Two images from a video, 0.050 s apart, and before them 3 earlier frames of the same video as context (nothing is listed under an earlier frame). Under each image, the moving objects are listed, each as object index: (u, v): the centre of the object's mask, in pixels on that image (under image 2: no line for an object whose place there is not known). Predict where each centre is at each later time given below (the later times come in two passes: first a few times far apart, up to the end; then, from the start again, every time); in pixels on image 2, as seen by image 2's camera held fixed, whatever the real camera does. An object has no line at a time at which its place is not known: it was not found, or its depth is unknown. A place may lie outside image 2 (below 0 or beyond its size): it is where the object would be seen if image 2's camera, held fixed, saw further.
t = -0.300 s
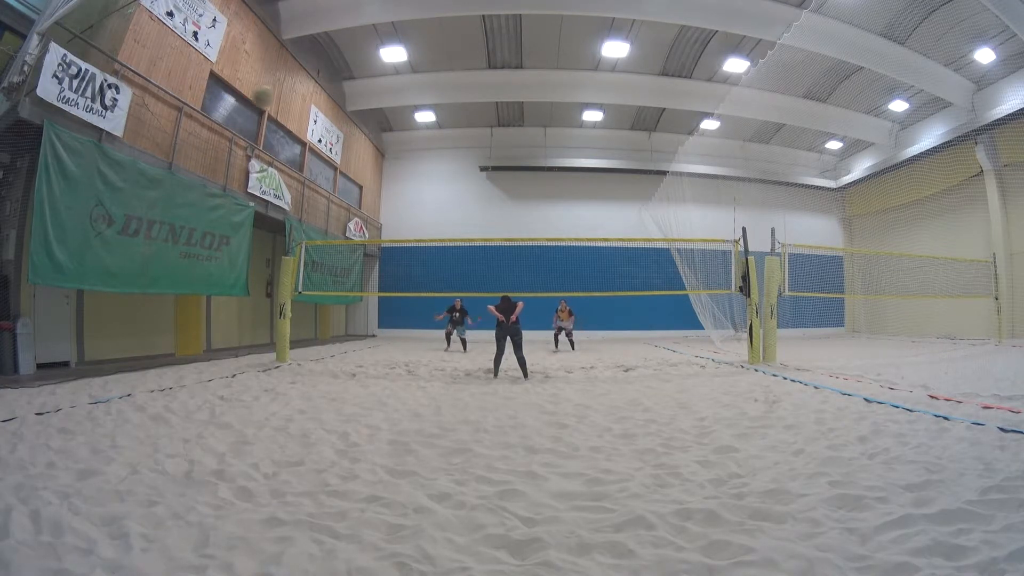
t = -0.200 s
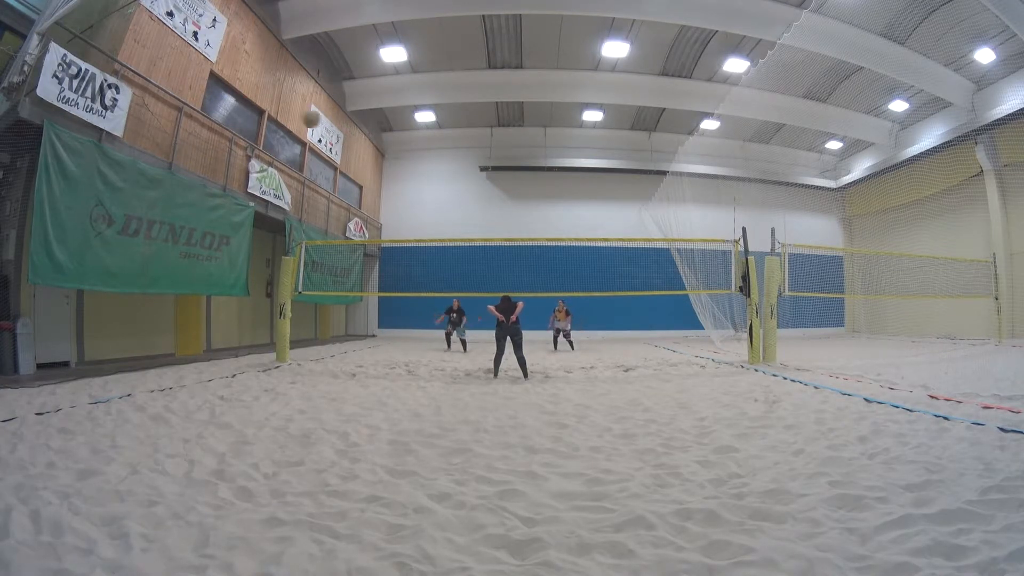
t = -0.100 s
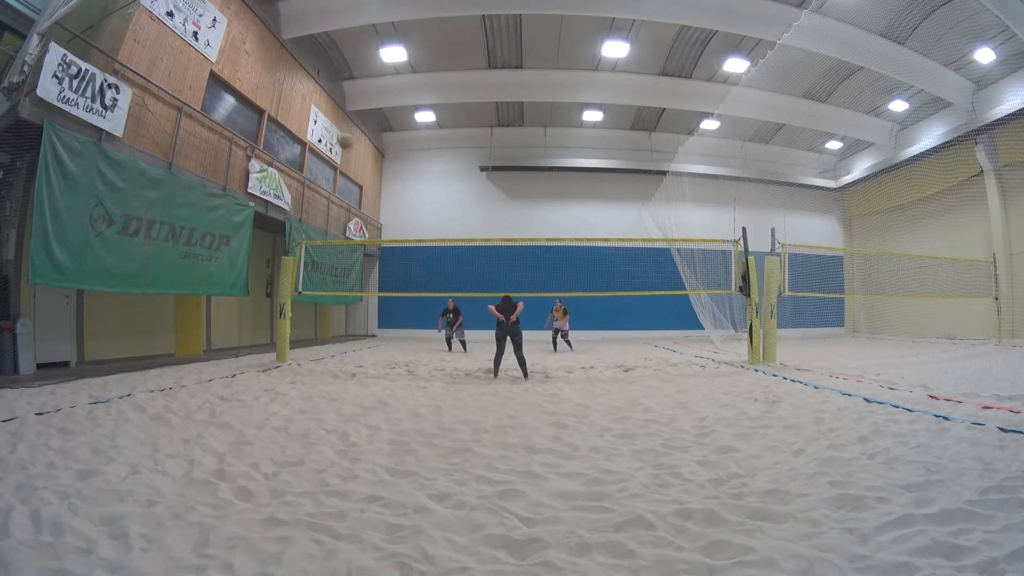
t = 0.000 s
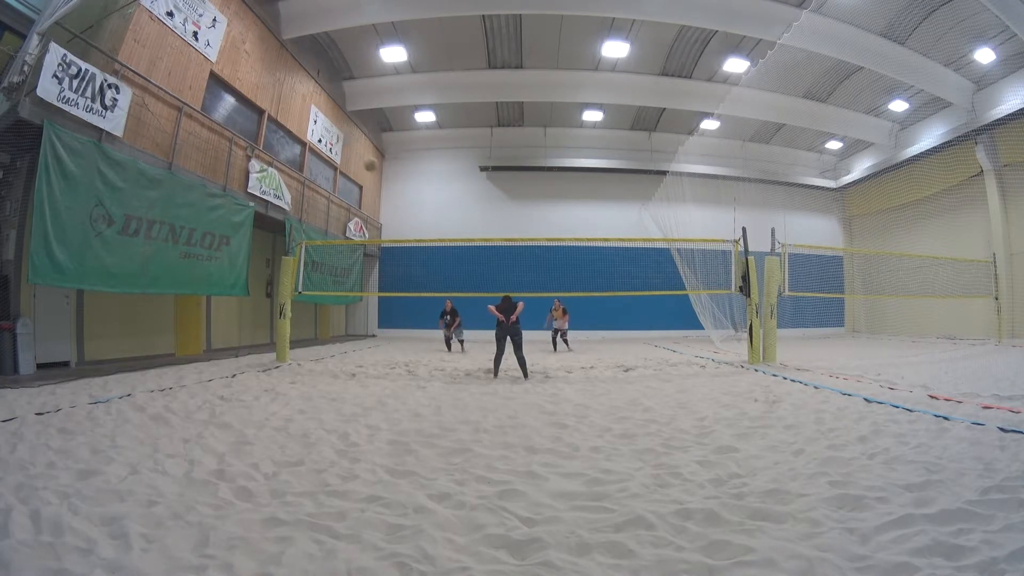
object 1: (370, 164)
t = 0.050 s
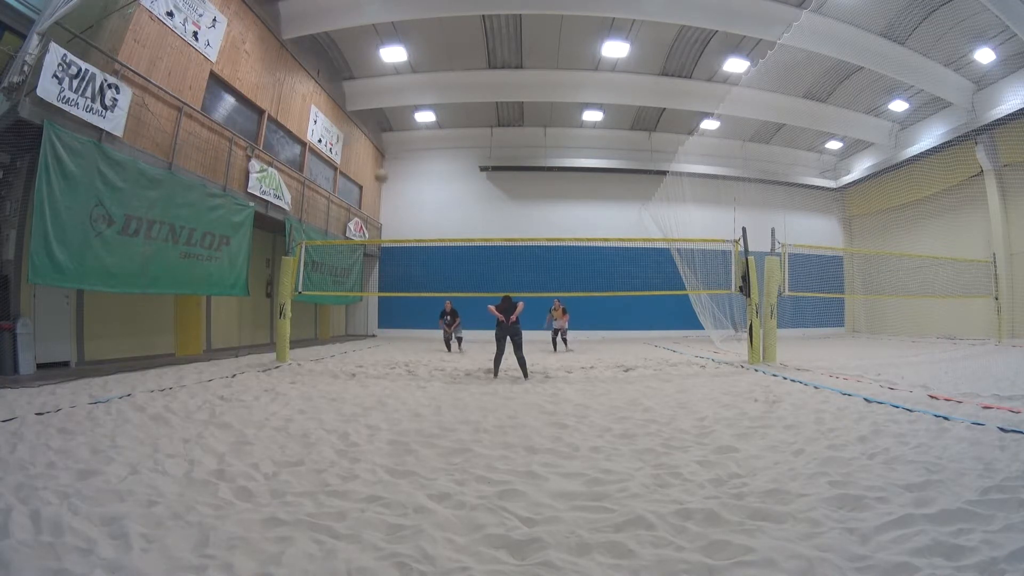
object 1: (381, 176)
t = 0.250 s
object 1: (410, 223)
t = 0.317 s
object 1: (416, 237)
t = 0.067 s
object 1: (384, 179)
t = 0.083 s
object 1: (387, 184)
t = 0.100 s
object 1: (390, 189)
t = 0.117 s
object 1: (392, 192)
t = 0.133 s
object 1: (395, 196)
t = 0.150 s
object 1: (397, 200)
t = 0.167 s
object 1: (399, 204)
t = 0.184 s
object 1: (402, 208)
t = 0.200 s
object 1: (403, 210)
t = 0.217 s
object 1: (406, 215)
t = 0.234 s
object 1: (408, 219)
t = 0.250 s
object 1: (410, 223)
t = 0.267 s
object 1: (412, 227)
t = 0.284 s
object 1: (413, 231)
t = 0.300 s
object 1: (415, 234)
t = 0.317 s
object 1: (416, 237)
